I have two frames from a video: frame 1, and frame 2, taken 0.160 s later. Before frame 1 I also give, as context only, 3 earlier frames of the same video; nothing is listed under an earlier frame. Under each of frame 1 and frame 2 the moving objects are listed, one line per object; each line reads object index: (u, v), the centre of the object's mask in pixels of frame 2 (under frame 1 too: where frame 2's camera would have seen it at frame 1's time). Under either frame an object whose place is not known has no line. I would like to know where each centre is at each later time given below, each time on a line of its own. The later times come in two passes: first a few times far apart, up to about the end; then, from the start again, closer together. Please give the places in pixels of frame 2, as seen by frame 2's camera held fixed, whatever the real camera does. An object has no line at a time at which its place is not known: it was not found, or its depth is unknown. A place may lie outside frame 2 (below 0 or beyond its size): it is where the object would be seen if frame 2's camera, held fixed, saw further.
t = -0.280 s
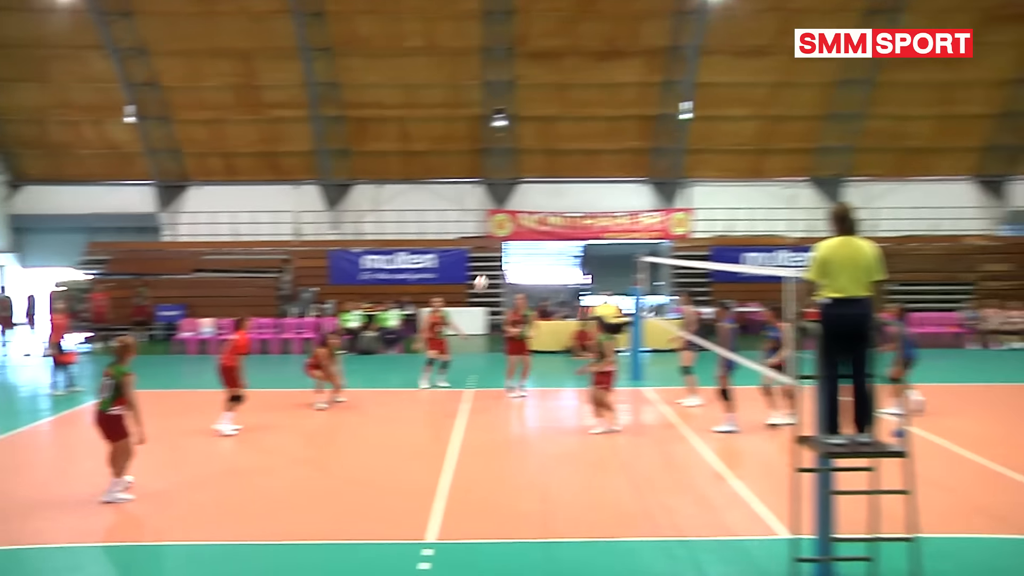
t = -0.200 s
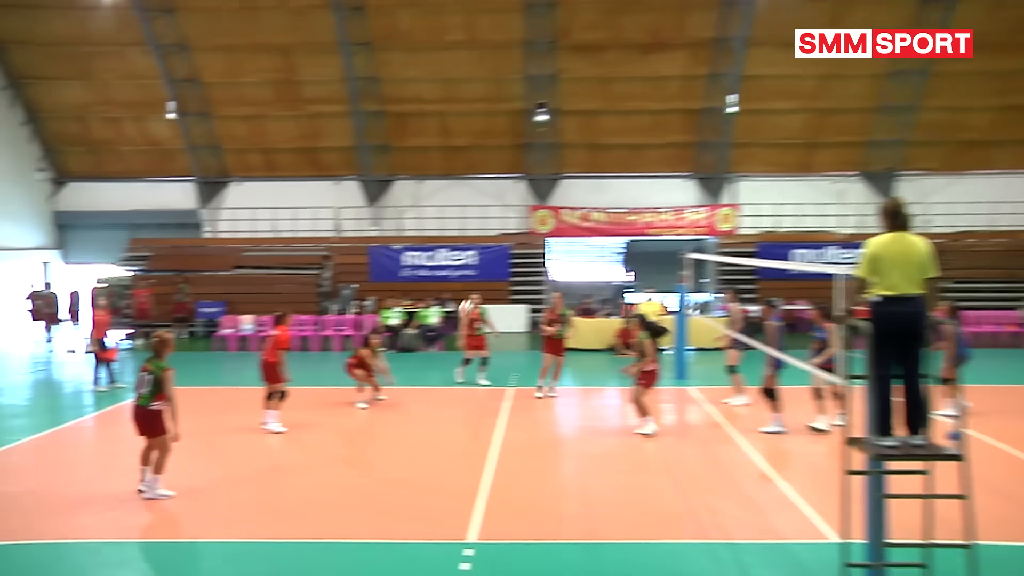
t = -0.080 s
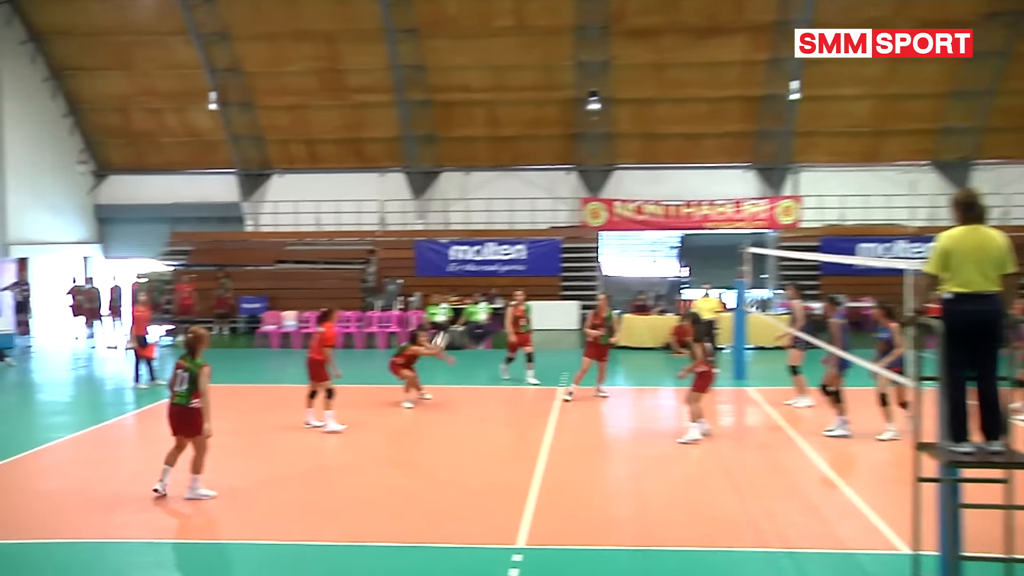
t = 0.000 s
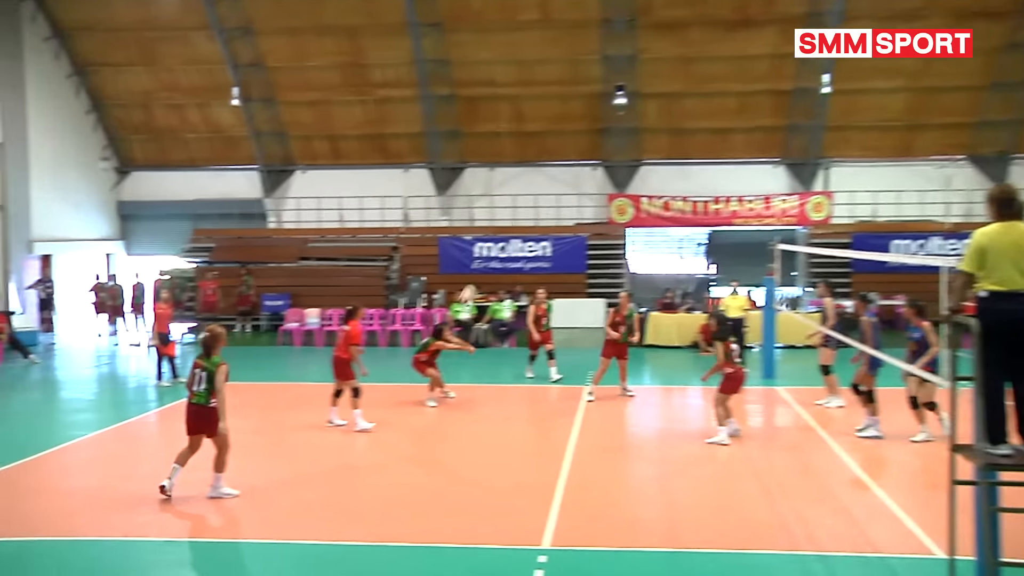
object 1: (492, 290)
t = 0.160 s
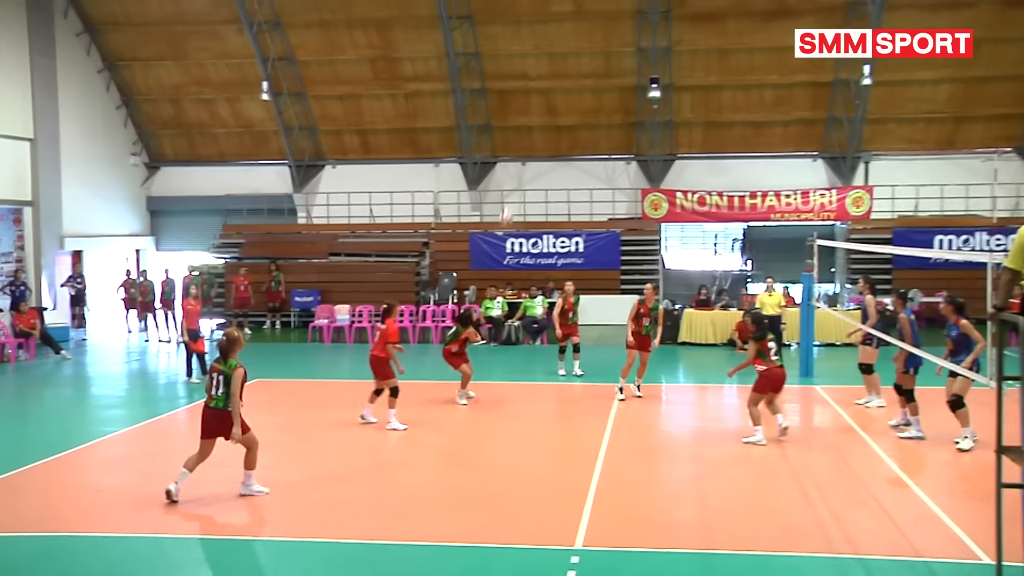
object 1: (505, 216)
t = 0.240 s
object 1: (511, 186)
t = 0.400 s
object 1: (518, 140)
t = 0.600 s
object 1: (524, 109)
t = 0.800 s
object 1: (530, 103)
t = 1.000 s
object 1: (534, 123)
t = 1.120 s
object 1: (537, 146)
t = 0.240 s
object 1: (511, 186)
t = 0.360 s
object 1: (516, 150)
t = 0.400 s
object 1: (518, 140)
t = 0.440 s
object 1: (519, 132)
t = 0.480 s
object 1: (521, 125)
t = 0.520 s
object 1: (522, 118)
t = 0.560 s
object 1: (523, 113)
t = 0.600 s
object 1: (524, 109)
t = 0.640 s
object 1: (525, 106)
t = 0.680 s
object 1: (526, 104)
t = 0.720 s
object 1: (528, 102)
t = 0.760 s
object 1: (529, 102)
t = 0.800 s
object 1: (530, 103)
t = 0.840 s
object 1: (531, 105)
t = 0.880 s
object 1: (532, 108)
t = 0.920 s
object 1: (532, 112)
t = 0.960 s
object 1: (533, 117)
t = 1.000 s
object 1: (534, 123)
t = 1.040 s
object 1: (535, 130)
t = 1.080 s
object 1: (536, 137)
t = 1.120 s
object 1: (537, 146)
